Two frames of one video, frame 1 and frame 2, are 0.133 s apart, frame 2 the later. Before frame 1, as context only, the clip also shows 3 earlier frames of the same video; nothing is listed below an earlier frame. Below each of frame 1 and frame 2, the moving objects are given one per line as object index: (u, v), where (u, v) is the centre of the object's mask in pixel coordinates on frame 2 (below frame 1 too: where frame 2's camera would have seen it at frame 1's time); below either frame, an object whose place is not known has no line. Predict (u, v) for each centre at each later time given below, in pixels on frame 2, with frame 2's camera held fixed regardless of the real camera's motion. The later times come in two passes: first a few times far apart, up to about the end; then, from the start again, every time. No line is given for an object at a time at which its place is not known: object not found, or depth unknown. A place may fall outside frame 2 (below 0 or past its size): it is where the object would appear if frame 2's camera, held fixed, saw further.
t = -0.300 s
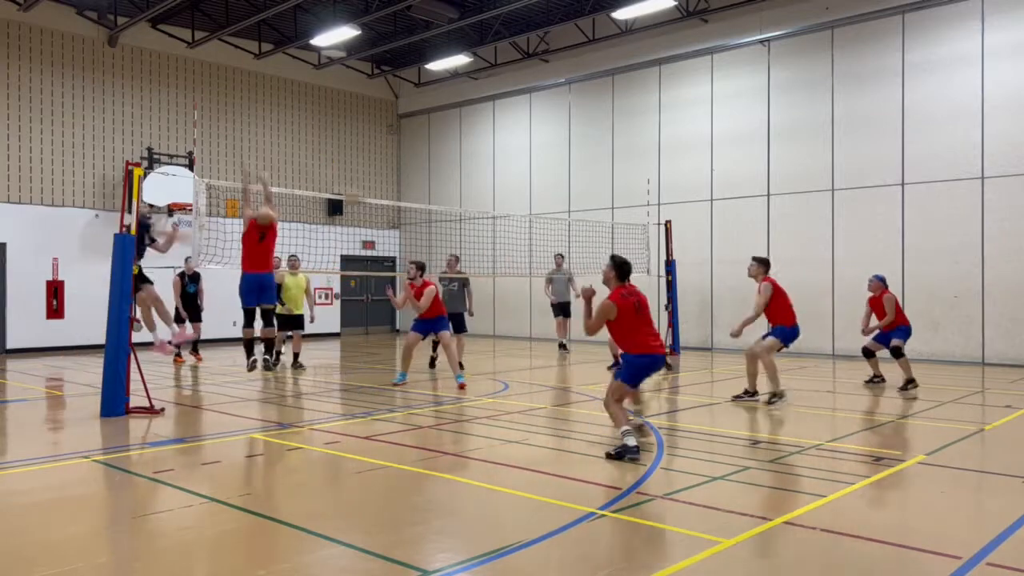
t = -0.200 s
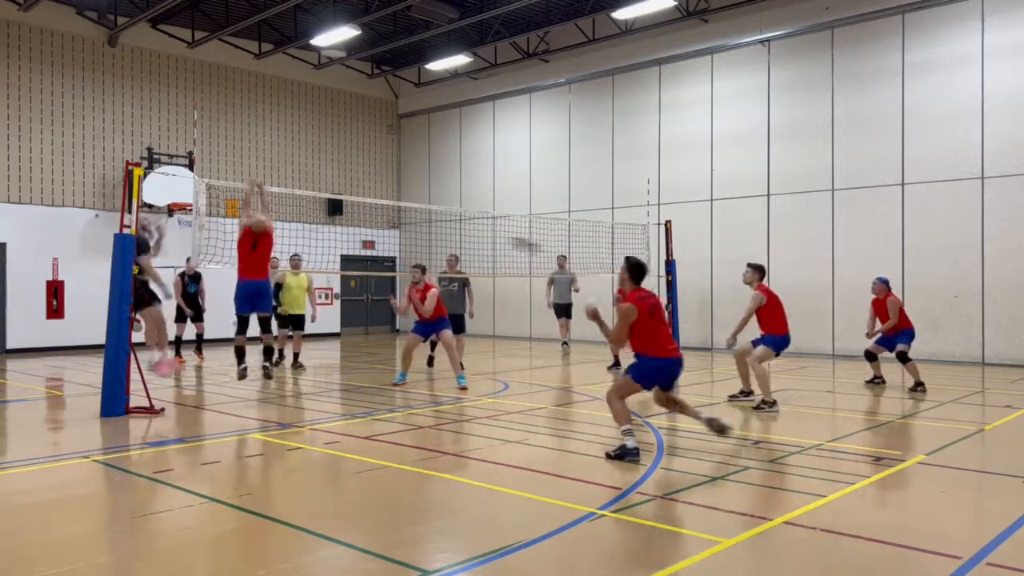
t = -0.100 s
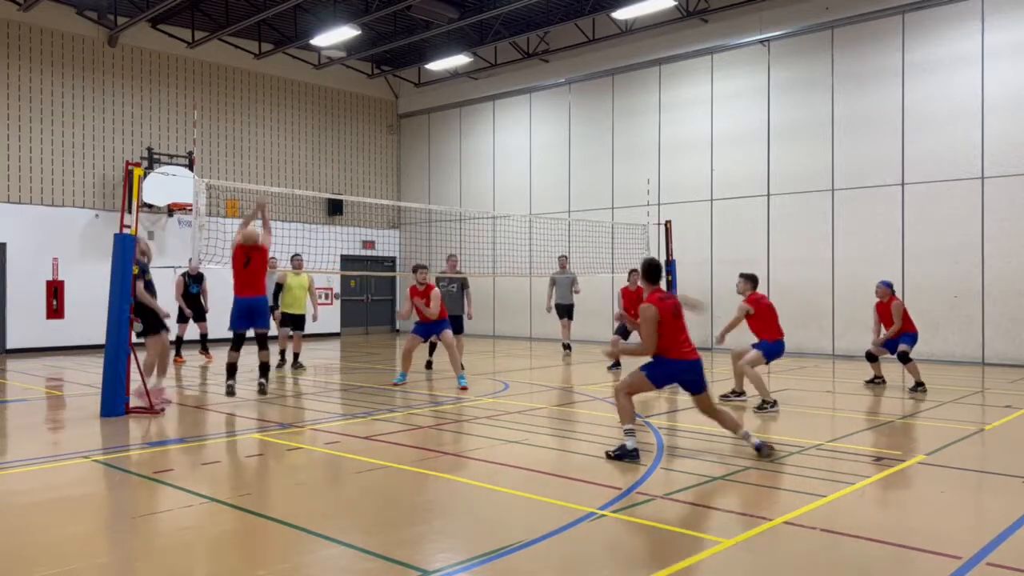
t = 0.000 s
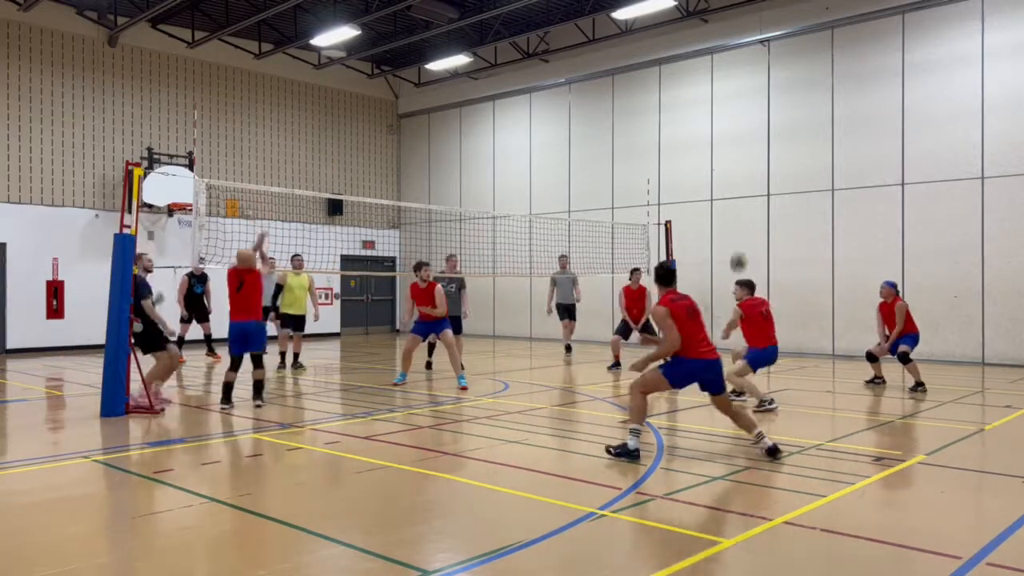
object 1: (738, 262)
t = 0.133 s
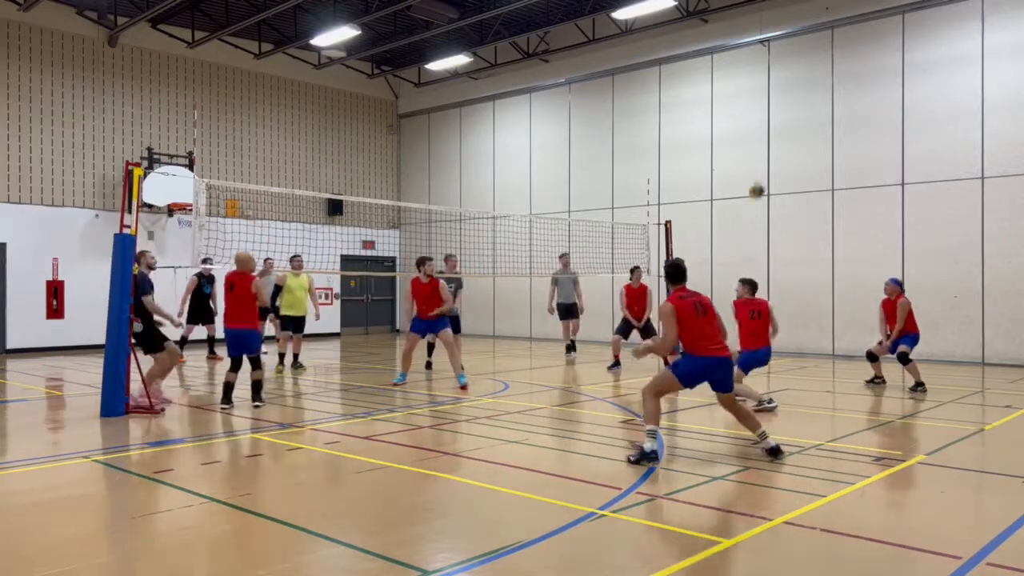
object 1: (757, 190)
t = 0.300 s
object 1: (779, 137)
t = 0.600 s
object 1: (814, 111)
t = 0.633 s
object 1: (819, 112)
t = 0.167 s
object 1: (761, 176)
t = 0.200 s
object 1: (765, 165)
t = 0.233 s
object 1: (770, 155)
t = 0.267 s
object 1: (775, 145)
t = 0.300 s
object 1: (779, 137)
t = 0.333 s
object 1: (784, 130)
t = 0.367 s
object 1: (787, 126)
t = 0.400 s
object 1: (792, 120)
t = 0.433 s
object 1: (796, 117)
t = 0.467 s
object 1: (800, 114)
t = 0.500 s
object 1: (804, 112)
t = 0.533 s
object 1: (808, 111)
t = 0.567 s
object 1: (811, 110)
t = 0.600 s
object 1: (814, 111)
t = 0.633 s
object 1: (819, 112)
